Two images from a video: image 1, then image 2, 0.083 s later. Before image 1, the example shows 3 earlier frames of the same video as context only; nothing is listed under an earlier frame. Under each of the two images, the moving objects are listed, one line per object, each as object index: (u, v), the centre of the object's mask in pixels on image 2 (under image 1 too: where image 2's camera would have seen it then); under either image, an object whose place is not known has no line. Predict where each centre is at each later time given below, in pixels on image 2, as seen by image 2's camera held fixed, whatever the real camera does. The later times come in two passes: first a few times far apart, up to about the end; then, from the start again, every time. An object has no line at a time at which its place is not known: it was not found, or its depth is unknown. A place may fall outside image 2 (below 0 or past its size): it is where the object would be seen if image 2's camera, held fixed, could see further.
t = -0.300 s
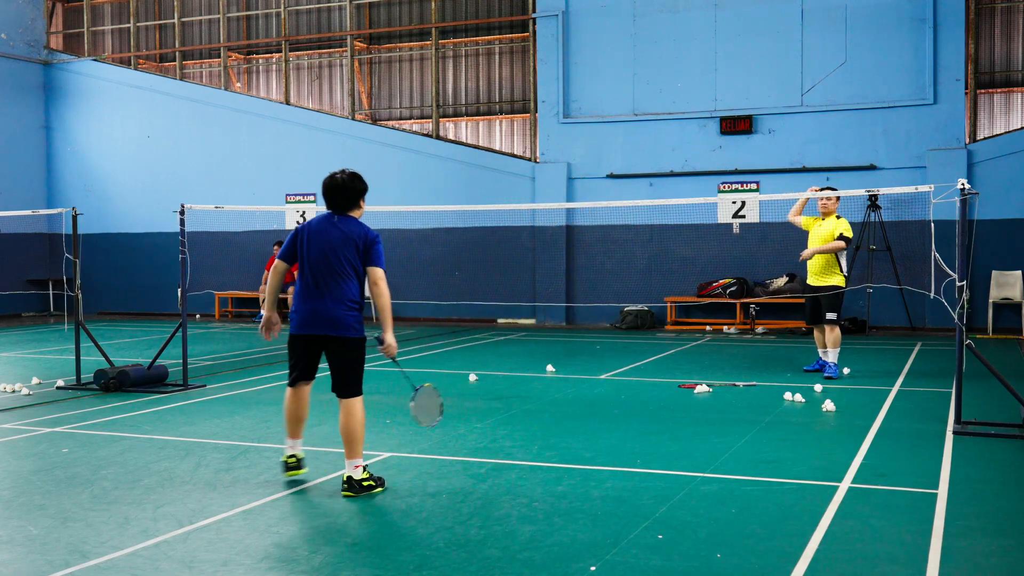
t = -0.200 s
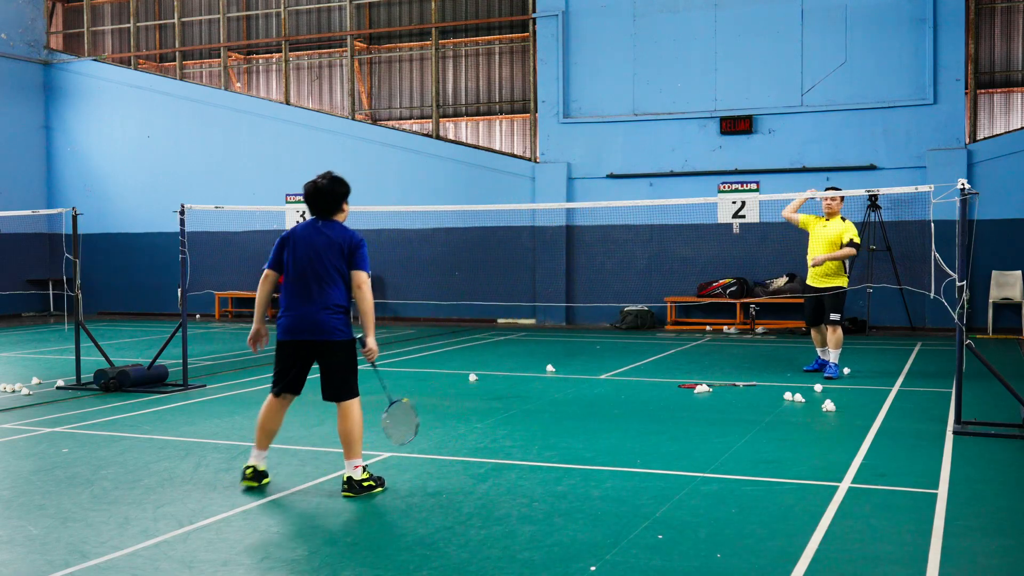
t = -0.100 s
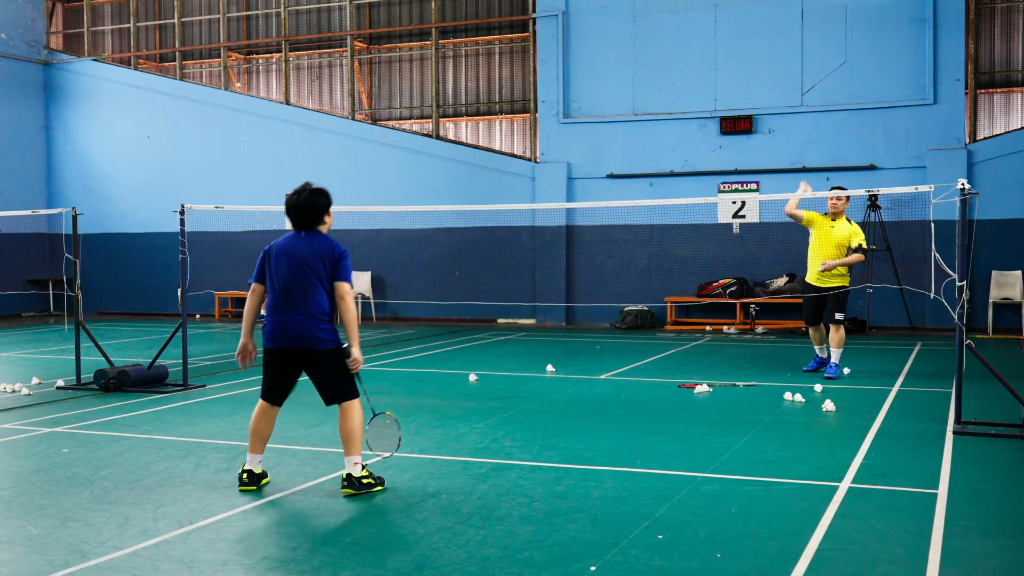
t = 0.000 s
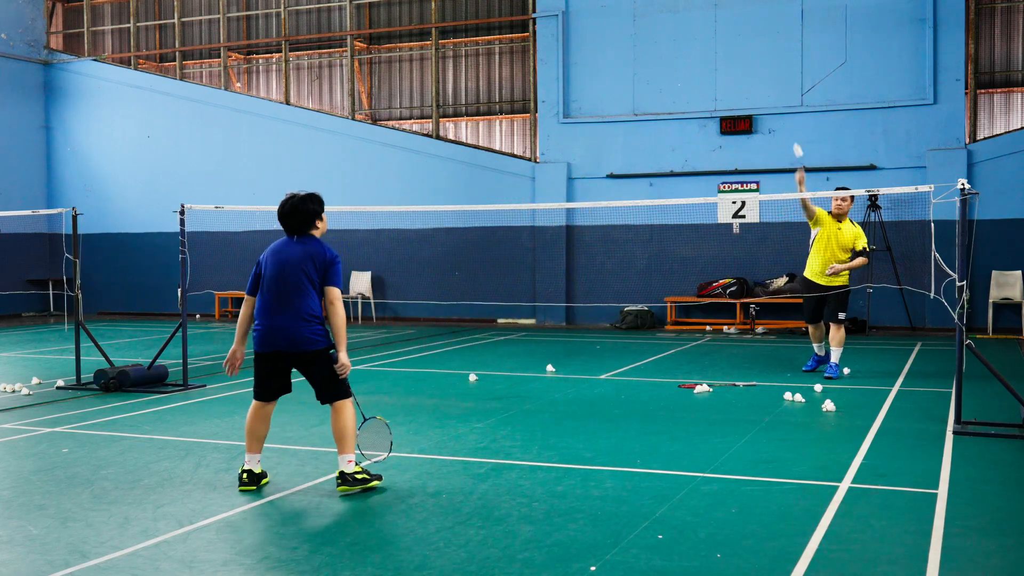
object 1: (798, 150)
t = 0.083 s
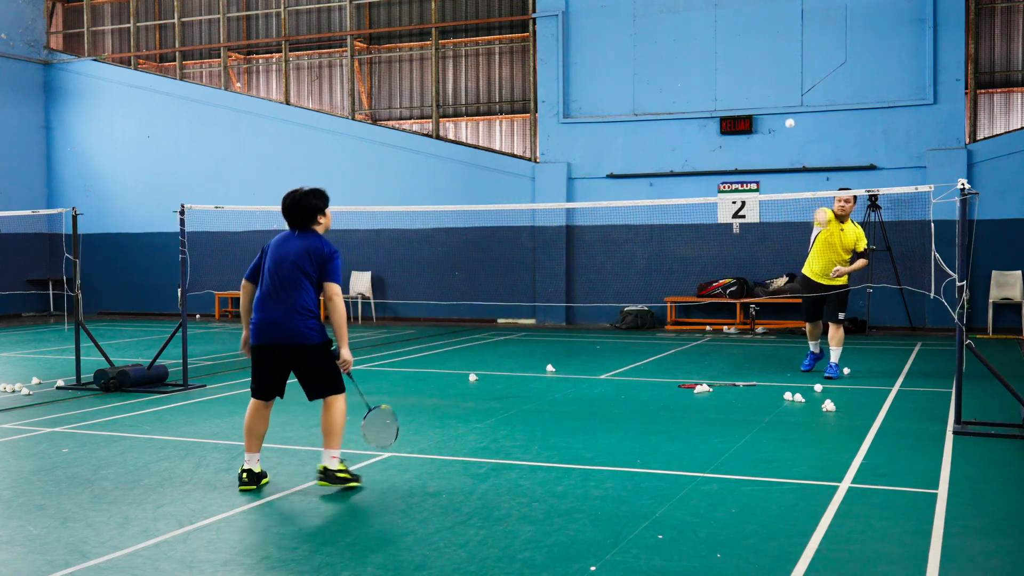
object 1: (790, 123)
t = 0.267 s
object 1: (781, 99)
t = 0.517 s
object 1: (762, 141)
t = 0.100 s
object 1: (789, 120)
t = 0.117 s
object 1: (789, 118)
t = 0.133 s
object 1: (789, 115)
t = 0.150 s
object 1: (789, 112)
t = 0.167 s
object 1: (788, 109)
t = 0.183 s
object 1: (787, 106)
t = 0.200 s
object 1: (786, 104)
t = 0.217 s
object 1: (785, 102)
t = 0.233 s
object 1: (784, 101)
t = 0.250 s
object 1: (782, 100)
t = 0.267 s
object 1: (781, 99)
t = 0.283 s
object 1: (779, 99)
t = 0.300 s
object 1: (778, 99)
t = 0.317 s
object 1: (777, 100)
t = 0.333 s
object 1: (776, 101)
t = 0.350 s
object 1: (774, 102)
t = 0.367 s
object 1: (773, 104)
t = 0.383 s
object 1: (772, 106)
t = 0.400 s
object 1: (771, 109)
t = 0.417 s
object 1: (769, 113)
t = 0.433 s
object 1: (768, 116)
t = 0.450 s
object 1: (767, 121)
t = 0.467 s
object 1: (766, 125)
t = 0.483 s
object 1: (764, 130)
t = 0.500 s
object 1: (763, 135)
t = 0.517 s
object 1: (762, 141)
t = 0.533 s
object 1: (761, 147)
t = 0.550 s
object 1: (760, 154)
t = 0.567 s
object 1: (758, 161)
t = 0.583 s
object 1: (757, 169)
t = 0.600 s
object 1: (756, 176)
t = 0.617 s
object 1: (755, 184)
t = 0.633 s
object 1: (754, 193)
